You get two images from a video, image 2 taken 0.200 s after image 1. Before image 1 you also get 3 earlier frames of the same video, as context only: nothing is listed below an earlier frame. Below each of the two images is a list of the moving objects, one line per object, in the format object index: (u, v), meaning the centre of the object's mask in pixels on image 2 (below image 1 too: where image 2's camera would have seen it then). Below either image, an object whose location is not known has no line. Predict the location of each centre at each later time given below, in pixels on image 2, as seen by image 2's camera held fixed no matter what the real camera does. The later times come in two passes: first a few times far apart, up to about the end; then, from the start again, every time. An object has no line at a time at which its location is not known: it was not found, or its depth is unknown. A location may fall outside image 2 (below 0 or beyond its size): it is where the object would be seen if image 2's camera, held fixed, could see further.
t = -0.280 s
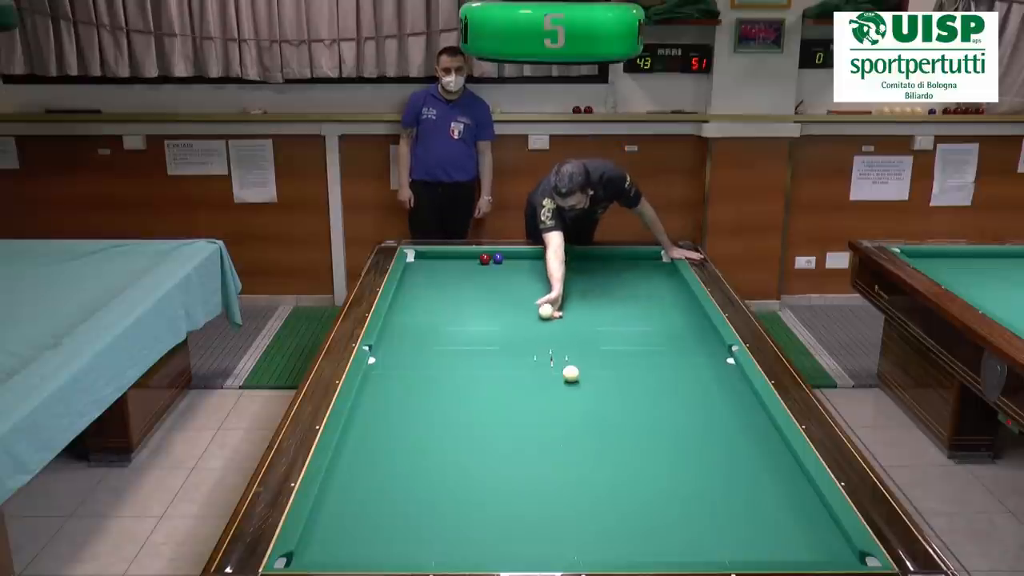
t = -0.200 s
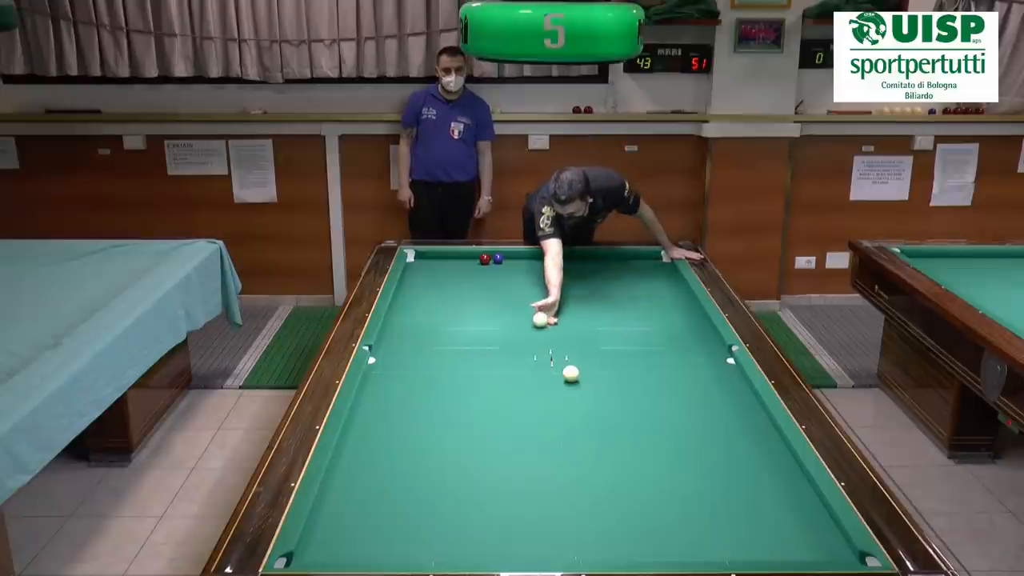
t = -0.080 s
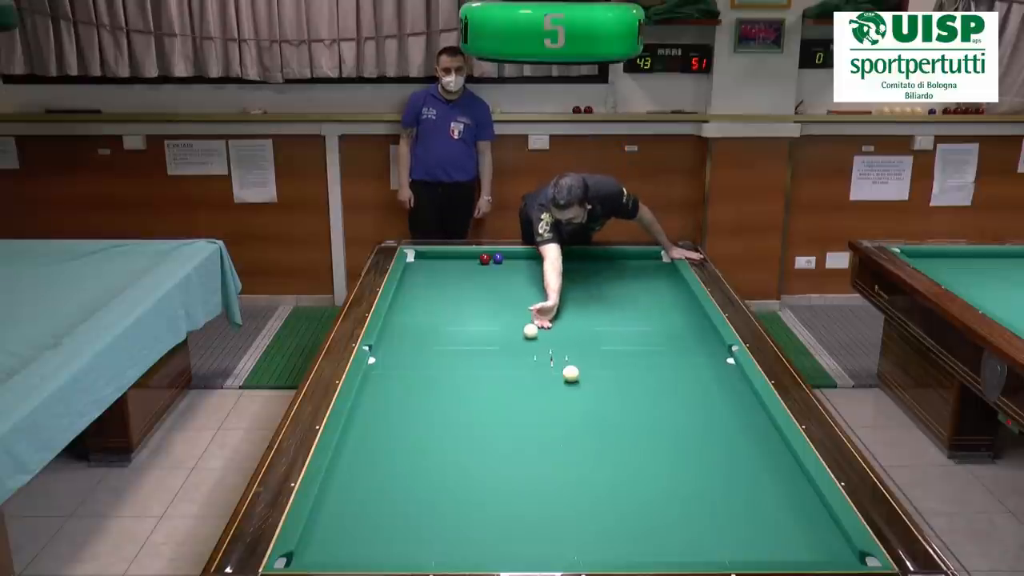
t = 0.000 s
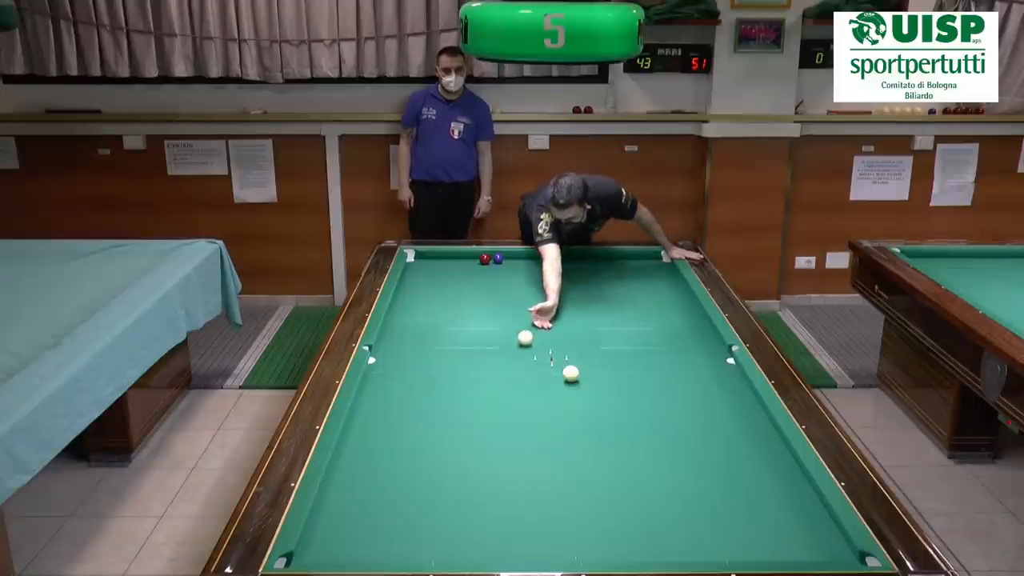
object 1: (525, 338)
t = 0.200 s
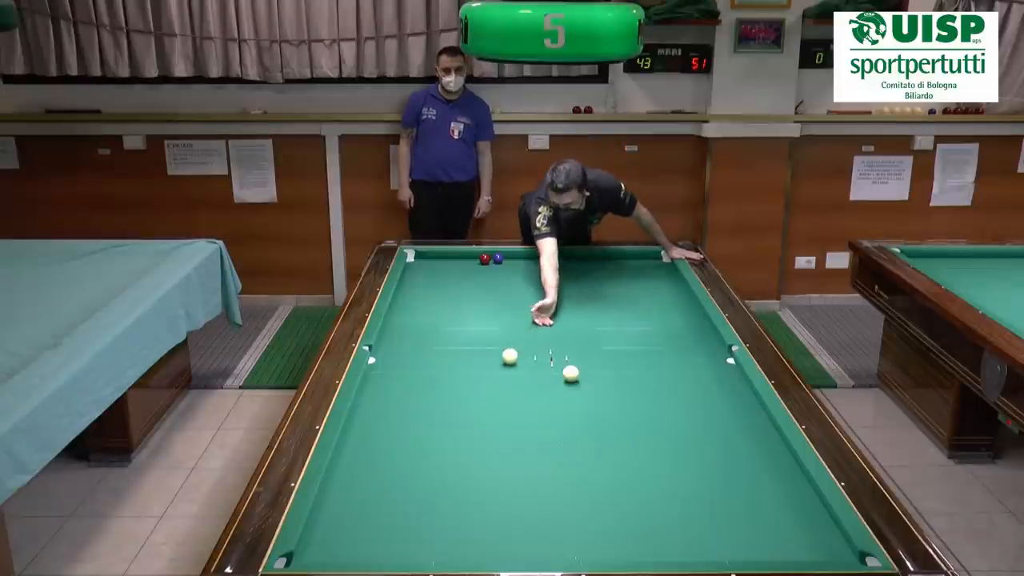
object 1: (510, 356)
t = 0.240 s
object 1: (506, 360)
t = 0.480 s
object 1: (485, 385)
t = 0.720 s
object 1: (461, 414)
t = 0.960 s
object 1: (434, 446)
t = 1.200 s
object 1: (402, 484)
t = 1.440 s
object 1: (366, 526)
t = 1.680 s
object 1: (333, 551)
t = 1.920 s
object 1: (327, 520)
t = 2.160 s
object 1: (334, 494)
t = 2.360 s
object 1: (346, 476)
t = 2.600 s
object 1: (360, 456)
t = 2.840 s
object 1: (373, 439)
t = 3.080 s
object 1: (385, 422)
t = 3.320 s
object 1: (396, 408)
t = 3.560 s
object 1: (405, 394)
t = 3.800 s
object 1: (414, 382)
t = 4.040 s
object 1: (422, 371)
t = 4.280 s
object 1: (430, 361)
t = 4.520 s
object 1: (437, 351)
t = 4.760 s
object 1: (443, 343)
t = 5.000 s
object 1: (449, 334)
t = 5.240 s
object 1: (455, 327)
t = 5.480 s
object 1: (460, 320)
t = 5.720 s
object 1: (465, 314)
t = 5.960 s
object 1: (469, 308)
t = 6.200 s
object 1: (473, 302)
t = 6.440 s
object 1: (477, 297)
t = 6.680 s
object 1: (480, 292)
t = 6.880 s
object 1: (483, 289)
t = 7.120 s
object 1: (486, 284)
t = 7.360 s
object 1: (488, 280)
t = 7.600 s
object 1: (491, 277)
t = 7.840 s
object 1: (493, 274)
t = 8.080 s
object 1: (495, 271)
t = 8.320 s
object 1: (497, 268)
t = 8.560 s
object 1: (499, 265)
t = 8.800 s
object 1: (502, 263)
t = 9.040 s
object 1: (504, 260)
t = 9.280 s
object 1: (507, 259)
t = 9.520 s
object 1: (510, 258)
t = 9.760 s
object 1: (512, 257)
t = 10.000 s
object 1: (515, 256)
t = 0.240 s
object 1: (506, 360)
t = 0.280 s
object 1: (503, 364)
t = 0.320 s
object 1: (500, 368)
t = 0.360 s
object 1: (496, 372)
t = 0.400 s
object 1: (493, 377)
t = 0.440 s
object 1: (489, 381)
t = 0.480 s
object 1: (485, 385)
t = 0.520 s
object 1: (482, 390)
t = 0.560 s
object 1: (478, 394)
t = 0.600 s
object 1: (474, 399)
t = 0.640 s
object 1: (470, 404)
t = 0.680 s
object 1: (466, 409)
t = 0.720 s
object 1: (461, 414)
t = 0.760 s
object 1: (457, 419)
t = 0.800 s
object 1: (453, 424)
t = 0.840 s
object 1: (448, 429)
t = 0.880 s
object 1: (444, 435)
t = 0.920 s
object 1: (439, 440)
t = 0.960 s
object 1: (434, 446)
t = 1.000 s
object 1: (429, 452)
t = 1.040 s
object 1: (424, 458)
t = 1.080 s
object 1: (419, 464)
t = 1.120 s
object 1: (414, 471)
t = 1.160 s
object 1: (408, 477)
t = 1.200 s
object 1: (402, 484)
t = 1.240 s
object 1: (397, 491)
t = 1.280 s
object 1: (391, 497)
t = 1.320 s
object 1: (385, 504)
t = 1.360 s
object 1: (379, 511)
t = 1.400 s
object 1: (372, 519)
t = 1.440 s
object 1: (366, 526)
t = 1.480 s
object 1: (359, 534)
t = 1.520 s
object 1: (352, 542)
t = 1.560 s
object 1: (345, 549)
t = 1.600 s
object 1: (338, 555)
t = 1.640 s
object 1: (335, 555)
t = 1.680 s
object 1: (333, 551)
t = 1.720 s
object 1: (332, 545)
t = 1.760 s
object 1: (331, 540)
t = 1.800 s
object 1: (330, 534)
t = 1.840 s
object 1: (329, 529)
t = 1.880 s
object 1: (328, 524)
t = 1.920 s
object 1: (327, 520)
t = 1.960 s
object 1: (326, 515)
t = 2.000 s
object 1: (325, 510)
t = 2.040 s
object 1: (325, 506)
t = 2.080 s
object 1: (328, 502)
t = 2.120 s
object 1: (331, 498)
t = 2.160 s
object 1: (334, 494)
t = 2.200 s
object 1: (336, 490)
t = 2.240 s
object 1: (339, 487)
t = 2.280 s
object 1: (341, 483)
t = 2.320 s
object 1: (344, 479)
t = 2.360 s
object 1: (346, 476)
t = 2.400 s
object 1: (349, 473)
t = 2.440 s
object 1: (351, 469)
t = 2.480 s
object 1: (354, 466)
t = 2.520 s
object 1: (356, 463)
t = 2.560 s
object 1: (358, 459)
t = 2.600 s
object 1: (360, 456)
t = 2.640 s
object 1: (363, 453)
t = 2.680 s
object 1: (365, 450)
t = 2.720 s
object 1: (367, 447)
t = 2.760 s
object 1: (369, 445)
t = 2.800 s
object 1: (371, 441)
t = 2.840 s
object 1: (373, 439)
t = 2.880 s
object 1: (375, 436)
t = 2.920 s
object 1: (377, 433)
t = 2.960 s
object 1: (379, 430)
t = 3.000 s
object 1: (381, 428)
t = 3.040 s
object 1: (383, 425)
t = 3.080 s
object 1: (385, 422)
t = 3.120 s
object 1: (387, 420)
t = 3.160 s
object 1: (389, 417)
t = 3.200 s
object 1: (390, 415)
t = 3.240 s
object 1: (392, 413)
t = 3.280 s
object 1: (394, 410)
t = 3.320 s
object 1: (396, 408)
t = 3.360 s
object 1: (397, 406)
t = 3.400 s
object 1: (399, 403)
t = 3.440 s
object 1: (400, 401)
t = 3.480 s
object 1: (402, 399)
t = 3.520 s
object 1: (404, 397)
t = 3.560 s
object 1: (405, 394)
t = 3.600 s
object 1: (407, 392)
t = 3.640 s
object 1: (408, 390)
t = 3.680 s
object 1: (410, 388)
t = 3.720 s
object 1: (411, 386)
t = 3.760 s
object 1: (413, 384)
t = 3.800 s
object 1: (414, 382)
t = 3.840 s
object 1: (416, 380)
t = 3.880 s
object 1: (417, 378)
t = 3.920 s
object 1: (418, 376)
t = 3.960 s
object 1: (420, 375)
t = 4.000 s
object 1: (421, 373)
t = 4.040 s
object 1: (422, 371)
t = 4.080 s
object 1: (424, 369)
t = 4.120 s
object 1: (425, 368)
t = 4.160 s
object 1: (426, 366)
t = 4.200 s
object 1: (427, 364)
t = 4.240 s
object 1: (429, 362)
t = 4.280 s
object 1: (430, 361)
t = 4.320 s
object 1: (431, 359)
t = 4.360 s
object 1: (432, 357)
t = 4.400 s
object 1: (433, 356)
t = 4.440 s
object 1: (435, 354)
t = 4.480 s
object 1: (436, 353)
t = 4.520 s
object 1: (437, 351)
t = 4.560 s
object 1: (438, 350)
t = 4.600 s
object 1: (439, 348)
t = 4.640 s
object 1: (440, 347)
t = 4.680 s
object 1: (441, 345)
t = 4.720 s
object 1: (442, 344)
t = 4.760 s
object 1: (443, 343)
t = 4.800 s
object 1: (444, 341)
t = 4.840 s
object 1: (445, 340)
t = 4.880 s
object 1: (446, 338)
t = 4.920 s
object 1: (447, 337)
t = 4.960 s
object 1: (448, 336)
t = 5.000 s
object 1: (449, 334)
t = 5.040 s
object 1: (450, 333)
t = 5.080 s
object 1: (451, 332)
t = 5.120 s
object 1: (452, 330)
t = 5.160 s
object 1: (453, 329)
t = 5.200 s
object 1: (454, 328)
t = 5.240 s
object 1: (455, 327)
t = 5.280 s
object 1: (456, 326)
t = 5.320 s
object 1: (457, 325)
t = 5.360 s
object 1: (457, 323)
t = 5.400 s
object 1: (458, 322)
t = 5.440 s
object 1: (459, 321)
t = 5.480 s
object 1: (460, 320)
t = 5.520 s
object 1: (461, 319)
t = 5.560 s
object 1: (461, 318)
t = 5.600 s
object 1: (462, 317)
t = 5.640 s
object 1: (463, 316)
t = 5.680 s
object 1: (464, 315)
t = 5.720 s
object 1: (465, 314)
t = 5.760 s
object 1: (465, 313)
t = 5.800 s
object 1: (466, 312)
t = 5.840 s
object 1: (467, 310)
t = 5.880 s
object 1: (468, 310)
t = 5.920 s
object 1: (468, 309)
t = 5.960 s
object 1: (469, 308)
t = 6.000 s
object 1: (470, 307)
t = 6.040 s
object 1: (470, 306)
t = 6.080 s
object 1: (471, 305)
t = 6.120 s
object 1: (472, 304)
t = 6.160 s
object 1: (472, 303)
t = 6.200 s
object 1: (473, 302)
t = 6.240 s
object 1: (474, 301)
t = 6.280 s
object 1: (474, 300)
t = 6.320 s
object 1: (475, 300)
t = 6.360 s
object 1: (475, 299)
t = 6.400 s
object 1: (476, 298)
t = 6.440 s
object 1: (477, 297)
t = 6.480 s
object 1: (477, 296)
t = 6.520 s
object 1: (478, 295)
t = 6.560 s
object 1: (478, 295)
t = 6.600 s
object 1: (479, 294)
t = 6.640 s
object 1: (479, 293)
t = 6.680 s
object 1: (480, 292)
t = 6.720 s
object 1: (481, 291)
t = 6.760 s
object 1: (481, 291)
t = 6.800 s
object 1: (482, 290)
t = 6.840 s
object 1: (482, 289)
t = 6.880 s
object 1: (483, 289)
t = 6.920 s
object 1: (483, 288)
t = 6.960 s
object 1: (483, 287)
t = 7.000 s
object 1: (484, 286)
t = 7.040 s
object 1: (484, 286)
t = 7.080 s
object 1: (485, 285)
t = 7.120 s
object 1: (486, 284)
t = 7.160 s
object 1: (486, 284)
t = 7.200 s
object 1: (486, 283)
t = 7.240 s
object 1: (487, 282)
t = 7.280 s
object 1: (487, 282)
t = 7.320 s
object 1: (488, 281)
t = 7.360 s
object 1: (488, 280)
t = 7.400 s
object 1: (489, 280)
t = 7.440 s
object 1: (489, 279)
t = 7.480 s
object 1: (490, 279)
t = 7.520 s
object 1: (490, 278)
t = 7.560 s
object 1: (490, 278)
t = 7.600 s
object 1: (491, 277)
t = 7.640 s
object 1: (491, 276)
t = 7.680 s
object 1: (492, 276)
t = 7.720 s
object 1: (492, 275)
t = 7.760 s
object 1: (492, 275)
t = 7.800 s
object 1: (493, 274)
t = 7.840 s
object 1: (493, 274)
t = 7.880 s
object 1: (494, 273)
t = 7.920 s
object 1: (494, 273)
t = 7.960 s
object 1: (494, 272)
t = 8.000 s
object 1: (495, 271)
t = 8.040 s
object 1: (495, 271)
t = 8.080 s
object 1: (495, 271)
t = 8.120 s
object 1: (496, 270)
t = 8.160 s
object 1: (496, 270)
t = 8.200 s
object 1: (496, 269)
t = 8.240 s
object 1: (497, 269)
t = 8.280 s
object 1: (497, 268)
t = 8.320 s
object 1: (497, 268)
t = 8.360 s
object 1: (498, 267)
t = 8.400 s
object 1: (498, 267)
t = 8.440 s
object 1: (498, 266)
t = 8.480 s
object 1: (499, 266)
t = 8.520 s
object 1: (499, 265)
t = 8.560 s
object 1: (499, 265)
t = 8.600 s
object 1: (500, 265)
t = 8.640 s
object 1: (500, 264)
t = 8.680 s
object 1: (500, 264)
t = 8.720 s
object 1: (501, 263)
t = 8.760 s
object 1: (501, 263)
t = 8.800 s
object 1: (502, 263)
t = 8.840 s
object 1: (502, 262)
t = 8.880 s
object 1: (502, 262)
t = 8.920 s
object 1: (502, 261)
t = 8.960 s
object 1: (503, 261)
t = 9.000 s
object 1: (503, 261)
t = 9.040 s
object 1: (504, 260)
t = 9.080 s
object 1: (504, 260)
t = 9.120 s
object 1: (505, 260)
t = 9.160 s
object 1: (505, 260)
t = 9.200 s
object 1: (506, 260)
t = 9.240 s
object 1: (507, 259)
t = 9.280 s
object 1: (507, 259)
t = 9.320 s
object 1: (507, 259)
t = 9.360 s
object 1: (508, 259)
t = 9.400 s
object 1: (508, 259)
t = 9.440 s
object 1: (509, 259)
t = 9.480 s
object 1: (509, 258)
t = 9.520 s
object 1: (510, 258)
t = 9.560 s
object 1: (510, 258)
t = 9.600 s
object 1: (510, 258)
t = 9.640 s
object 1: (511, 258)
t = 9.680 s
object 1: (511, 258)
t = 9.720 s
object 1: (512, 258)
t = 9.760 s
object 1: (512, 257)
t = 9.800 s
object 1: (512, 257)
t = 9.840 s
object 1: (513, 257)
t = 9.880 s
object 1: (513, 257)
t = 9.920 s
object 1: (514, 257)
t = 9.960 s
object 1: (514, 257)
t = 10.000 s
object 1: (515, 256)
